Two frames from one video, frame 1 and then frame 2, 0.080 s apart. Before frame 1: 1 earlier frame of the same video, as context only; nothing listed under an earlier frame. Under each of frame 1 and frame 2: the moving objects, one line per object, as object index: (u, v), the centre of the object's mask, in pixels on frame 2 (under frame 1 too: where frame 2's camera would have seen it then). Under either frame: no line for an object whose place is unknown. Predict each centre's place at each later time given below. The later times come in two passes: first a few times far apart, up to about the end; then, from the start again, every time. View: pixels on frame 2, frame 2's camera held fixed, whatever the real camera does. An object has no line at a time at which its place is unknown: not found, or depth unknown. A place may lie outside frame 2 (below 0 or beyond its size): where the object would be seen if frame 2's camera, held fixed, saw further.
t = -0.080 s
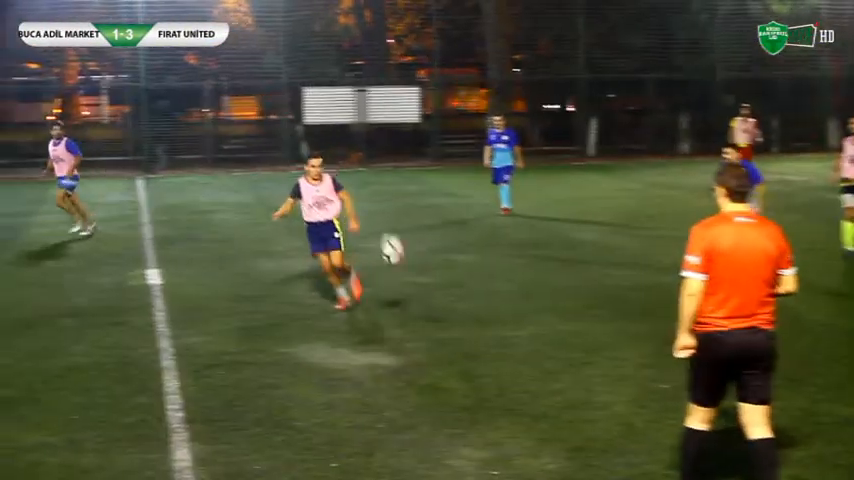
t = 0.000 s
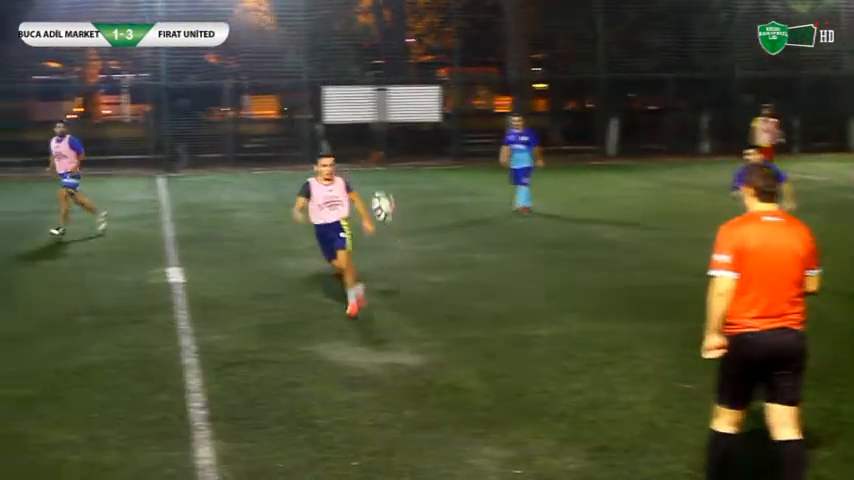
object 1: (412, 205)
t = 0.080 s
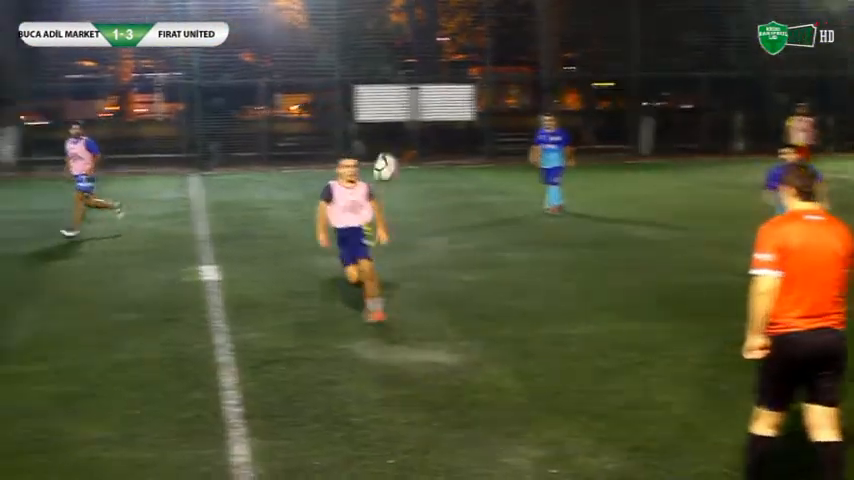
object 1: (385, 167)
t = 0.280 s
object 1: (306, 102)
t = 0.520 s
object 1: (203, 78)
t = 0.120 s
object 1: (370, 151)
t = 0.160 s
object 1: (355, 137)
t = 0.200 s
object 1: (337, 123)
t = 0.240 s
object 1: (320, 112)
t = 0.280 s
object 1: (306, 102)
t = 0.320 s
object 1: (289, 94)
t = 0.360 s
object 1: (273, 88)
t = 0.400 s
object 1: (256, 82)
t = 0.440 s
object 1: (238, 79)
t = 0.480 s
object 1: (220, 78)
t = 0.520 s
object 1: (203, 78)
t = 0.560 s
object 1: (184, 81)
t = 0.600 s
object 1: (166, 85)
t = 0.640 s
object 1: (149, 93)
